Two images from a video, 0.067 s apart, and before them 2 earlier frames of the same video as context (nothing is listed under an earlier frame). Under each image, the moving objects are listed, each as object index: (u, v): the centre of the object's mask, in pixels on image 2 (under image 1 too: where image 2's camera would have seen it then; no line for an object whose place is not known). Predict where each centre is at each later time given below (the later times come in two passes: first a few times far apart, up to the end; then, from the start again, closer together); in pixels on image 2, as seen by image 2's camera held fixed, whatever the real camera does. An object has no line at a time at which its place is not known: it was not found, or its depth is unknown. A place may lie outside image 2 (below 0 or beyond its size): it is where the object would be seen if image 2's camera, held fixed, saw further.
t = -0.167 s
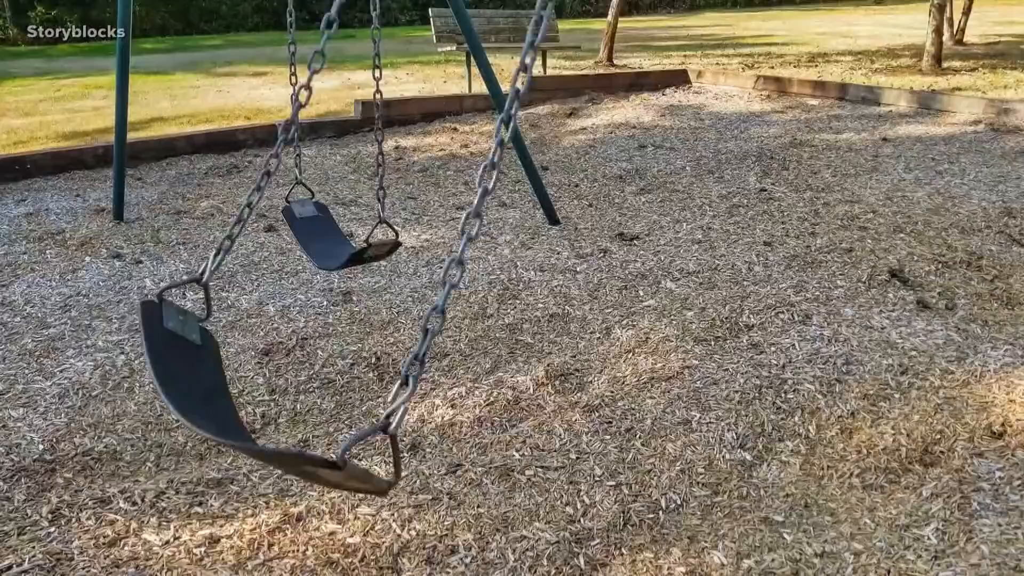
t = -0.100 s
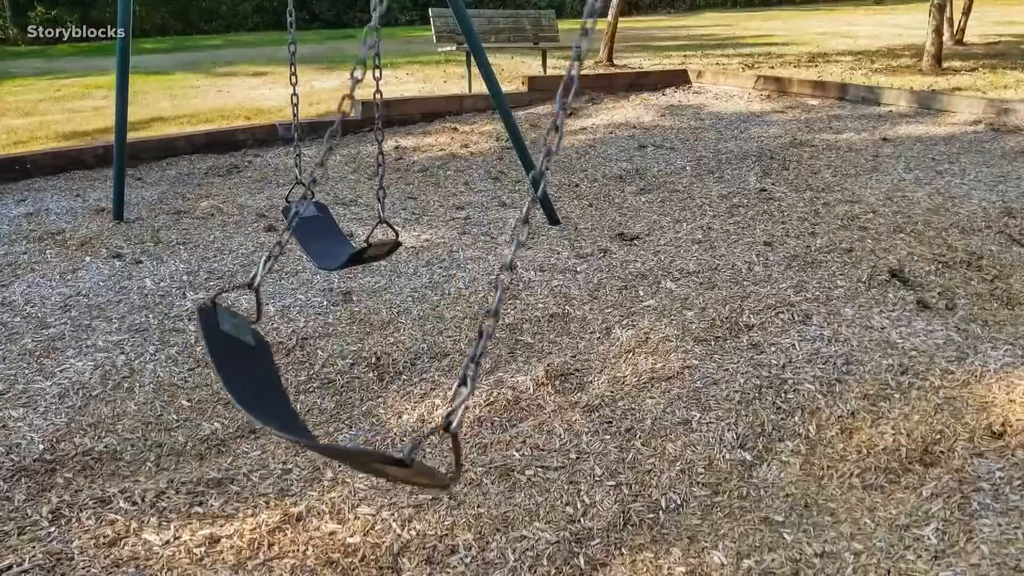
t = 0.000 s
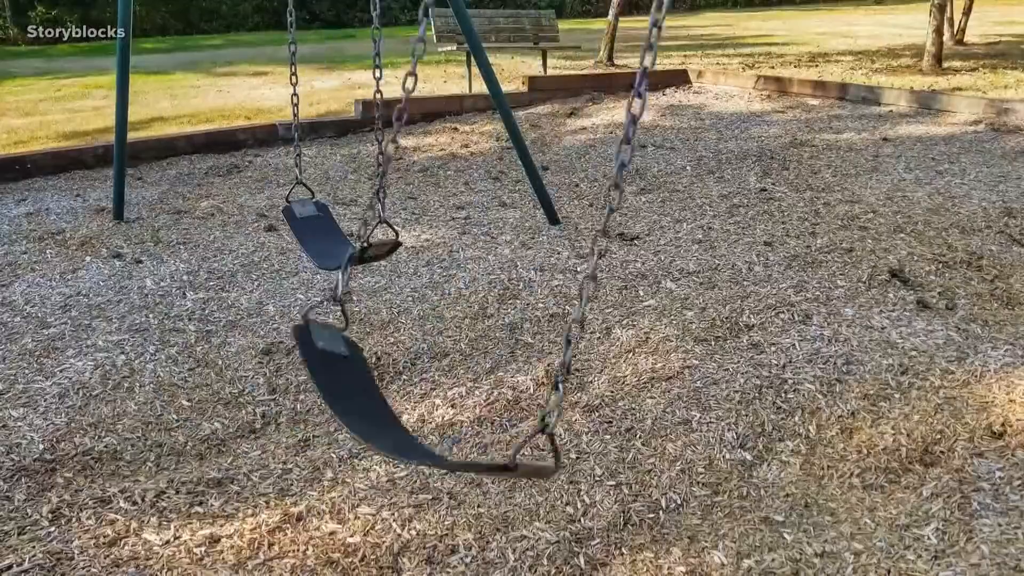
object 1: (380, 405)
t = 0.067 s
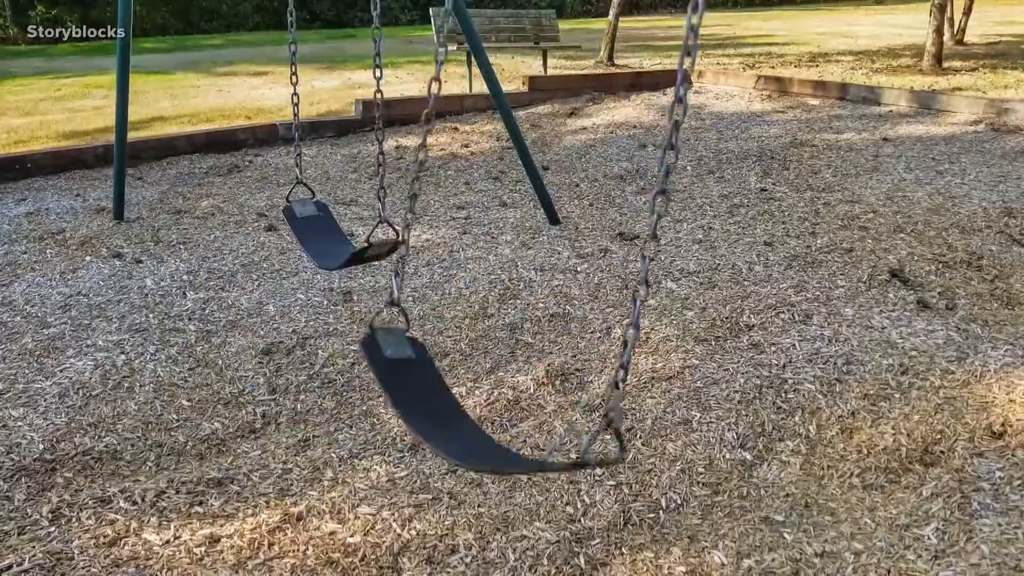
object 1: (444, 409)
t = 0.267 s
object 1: (661, 359)
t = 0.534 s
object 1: (786, 281)
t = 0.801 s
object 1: (804, 242)
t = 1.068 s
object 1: (796, 249)
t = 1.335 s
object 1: (680, 322)
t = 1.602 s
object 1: (436, 382)
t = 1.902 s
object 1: (218, 411)
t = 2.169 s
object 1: (173, 414)
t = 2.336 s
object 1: (196, 414)
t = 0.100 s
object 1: (487, 409)
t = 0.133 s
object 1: (527, 406)
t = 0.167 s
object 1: (565, 397)
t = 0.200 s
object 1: (603, 386)
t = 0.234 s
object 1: (632, 373)
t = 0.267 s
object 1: (661, 359)
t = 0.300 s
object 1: (684, 345)
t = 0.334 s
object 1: (705, 333)
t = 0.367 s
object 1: (723, 321)
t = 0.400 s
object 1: (741, 311)
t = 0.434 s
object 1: (754, 302)
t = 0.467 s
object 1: (767, 294)
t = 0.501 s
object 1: (778, 287)
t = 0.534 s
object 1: (786, 281)
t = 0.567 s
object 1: (793, 276)
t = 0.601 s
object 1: (796, 270)
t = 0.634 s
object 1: (799, 265)
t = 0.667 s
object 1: (801, 260)
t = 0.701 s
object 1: (800, 254)
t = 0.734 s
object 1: (801, 250)
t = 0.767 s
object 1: (801, 246)
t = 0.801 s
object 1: (804, 242)
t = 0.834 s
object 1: (805, 240)
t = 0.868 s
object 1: (806, 240)
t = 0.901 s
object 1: (808, 240)
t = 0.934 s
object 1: (807, 241)
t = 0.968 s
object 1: (805, 243)
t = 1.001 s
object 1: (804, 245)
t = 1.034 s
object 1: (801, 247)
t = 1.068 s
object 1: (796, 249)
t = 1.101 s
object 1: (790, 252)
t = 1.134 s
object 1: (781, 256)
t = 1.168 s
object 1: (772, 262)
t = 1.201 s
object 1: (758, 269)
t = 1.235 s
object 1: (743, 280)
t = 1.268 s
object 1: (725, 292)
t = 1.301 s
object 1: (703, 307)
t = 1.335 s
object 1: (680, 322)
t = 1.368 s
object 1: (655, 337)
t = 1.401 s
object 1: (616, 349)
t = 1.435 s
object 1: (590, 361)
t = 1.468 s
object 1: (554, 367)
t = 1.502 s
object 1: (529, 375)
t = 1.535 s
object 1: (496, 378)
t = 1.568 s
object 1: (460, 378)
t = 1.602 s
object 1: (436, 382)
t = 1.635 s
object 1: (408, 385)
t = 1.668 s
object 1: (376, 386)
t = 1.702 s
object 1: (351, 391)
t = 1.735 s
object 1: (320, 392)
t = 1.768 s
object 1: (296, 396)
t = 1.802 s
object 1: (266, 396)
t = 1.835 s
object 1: (238, 396)
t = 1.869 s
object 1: (221, 401)
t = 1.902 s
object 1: (218, 411)
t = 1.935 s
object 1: (207, 414)
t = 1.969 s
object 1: (197, 415)
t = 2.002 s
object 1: (189, 415)
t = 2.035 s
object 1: (181, 413)
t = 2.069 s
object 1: (176, 412)
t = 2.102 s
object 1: (175, 413)
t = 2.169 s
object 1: (173, 414)
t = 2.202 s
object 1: (173, 416)
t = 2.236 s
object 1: (174, 418)
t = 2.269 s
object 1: (178, 418)
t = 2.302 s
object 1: (184, 415)
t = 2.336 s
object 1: (196, 414)
